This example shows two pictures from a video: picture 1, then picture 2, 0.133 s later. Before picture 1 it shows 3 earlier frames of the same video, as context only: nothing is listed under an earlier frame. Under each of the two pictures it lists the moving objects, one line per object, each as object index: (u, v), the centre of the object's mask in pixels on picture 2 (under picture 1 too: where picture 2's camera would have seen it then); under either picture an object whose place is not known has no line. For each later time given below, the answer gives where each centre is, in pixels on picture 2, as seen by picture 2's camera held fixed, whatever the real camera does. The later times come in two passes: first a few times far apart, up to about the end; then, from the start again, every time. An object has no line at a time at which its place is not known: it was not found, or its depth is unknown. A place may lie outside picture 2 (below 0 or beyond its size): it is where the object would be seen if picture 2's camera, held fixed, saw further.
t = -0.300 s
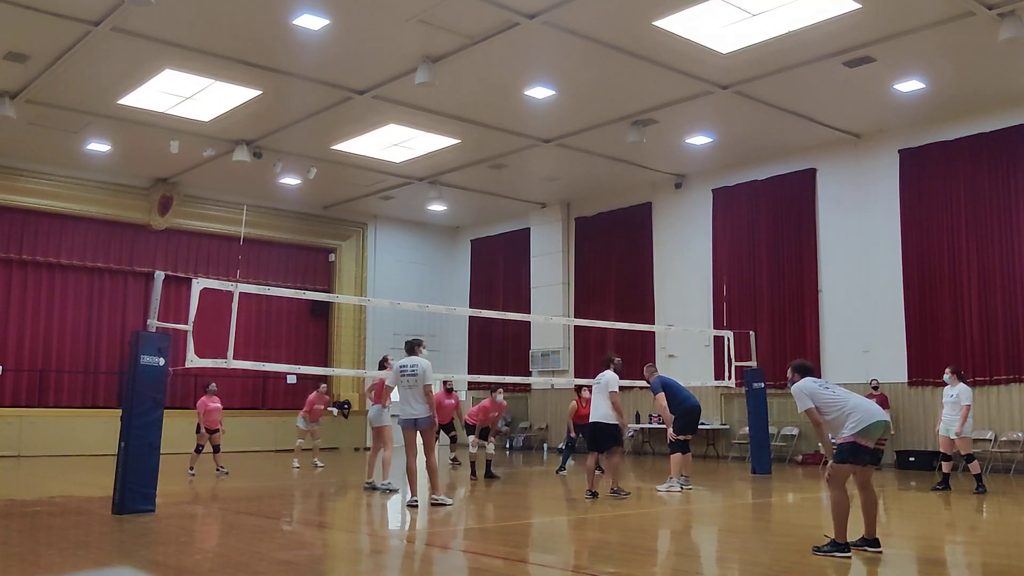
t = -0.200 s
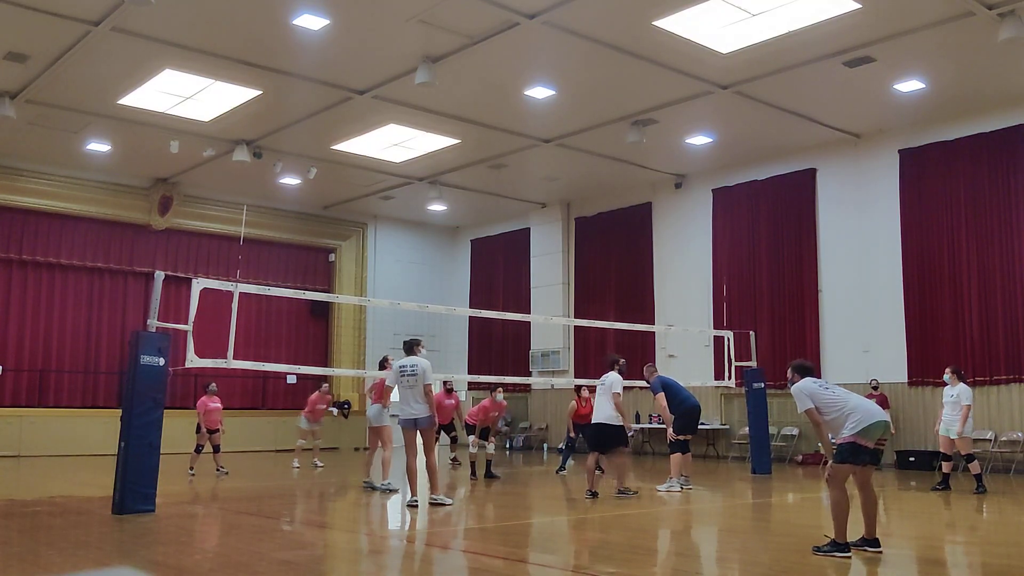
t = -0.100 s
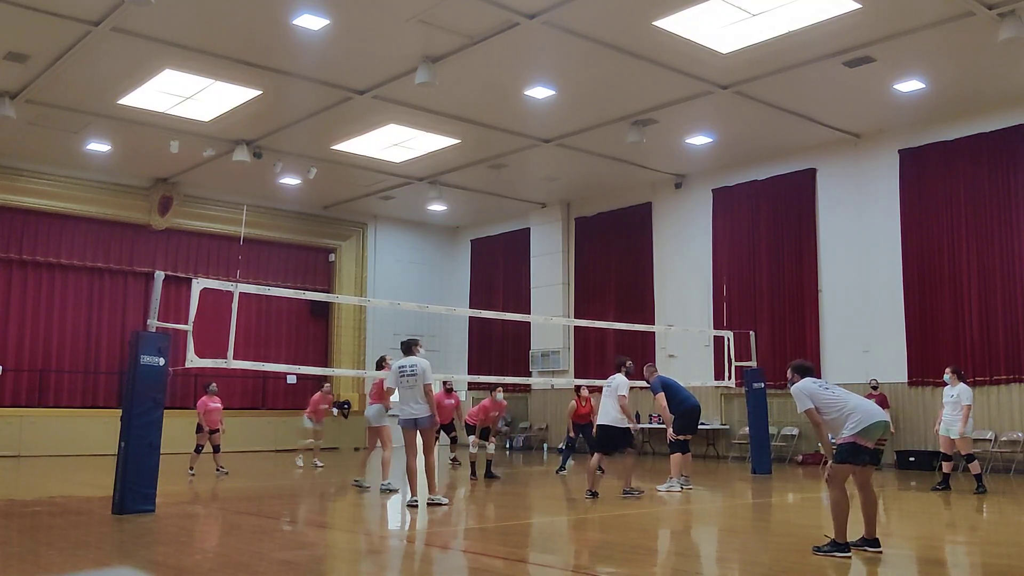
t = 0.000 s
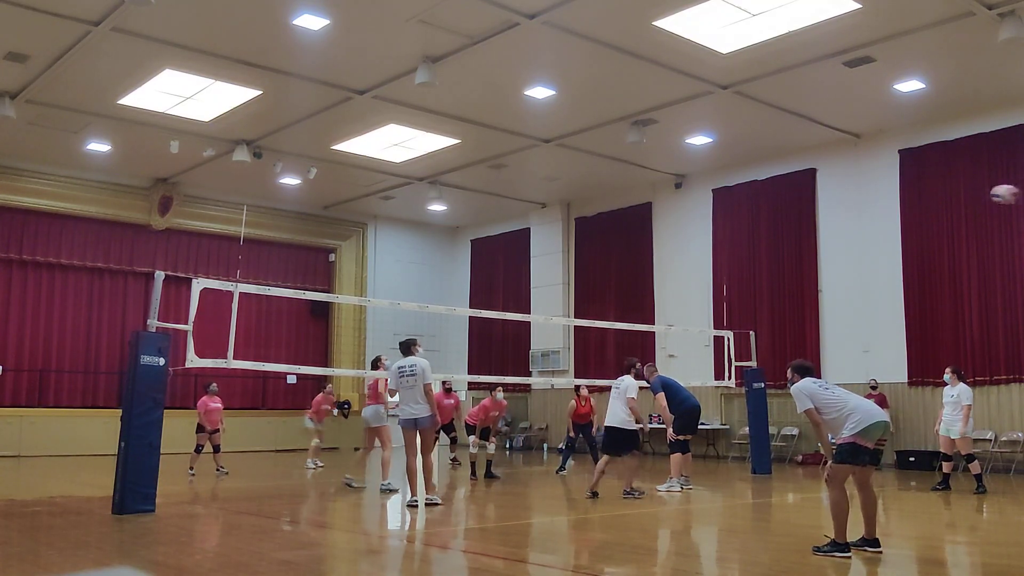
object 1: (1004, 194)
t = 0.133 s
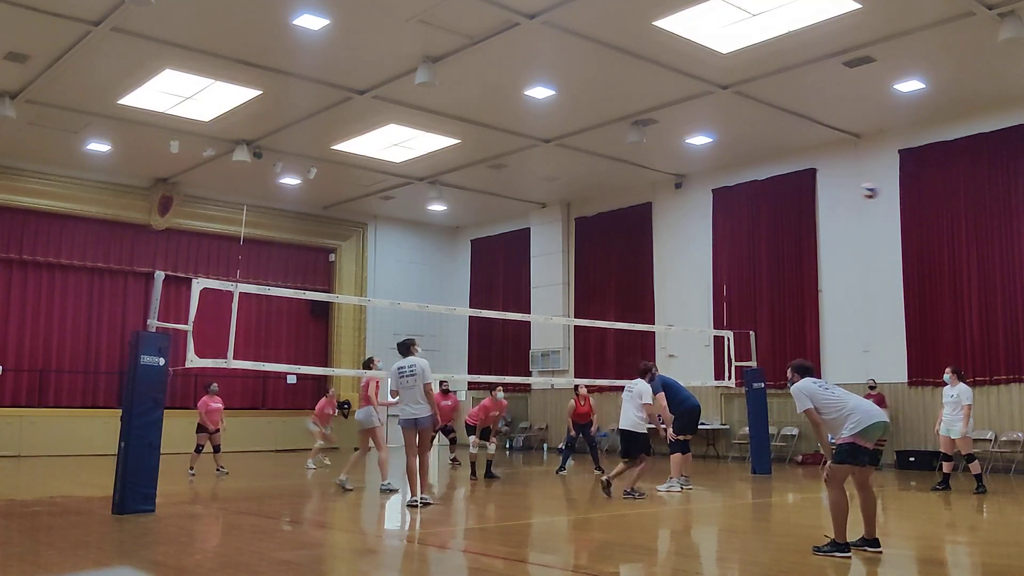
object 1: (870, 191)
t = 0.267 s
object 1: (764, 201)
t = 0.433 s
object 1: (661, 225)
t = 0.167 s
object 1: (841, 192)
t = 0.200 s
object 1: (812, 195)
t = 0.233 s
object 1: (788, 197)
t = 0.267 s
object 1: (764, 201)
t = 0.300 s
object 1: (741, 205)
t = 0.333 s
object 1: (720, 210)
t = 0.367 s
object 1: (699, 214)
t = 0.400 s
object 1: (680, 220)
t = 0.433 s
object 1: (661, 225)
